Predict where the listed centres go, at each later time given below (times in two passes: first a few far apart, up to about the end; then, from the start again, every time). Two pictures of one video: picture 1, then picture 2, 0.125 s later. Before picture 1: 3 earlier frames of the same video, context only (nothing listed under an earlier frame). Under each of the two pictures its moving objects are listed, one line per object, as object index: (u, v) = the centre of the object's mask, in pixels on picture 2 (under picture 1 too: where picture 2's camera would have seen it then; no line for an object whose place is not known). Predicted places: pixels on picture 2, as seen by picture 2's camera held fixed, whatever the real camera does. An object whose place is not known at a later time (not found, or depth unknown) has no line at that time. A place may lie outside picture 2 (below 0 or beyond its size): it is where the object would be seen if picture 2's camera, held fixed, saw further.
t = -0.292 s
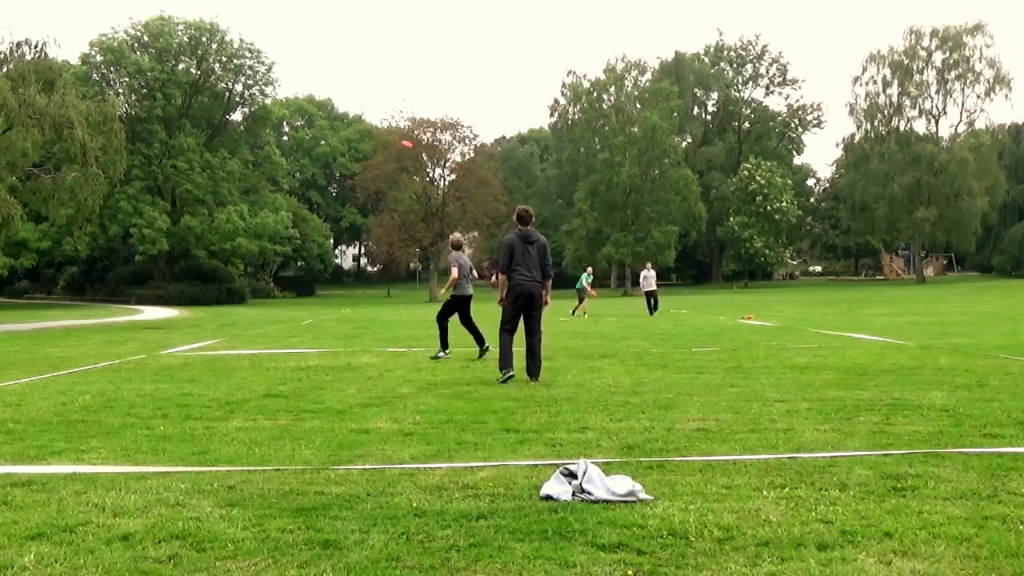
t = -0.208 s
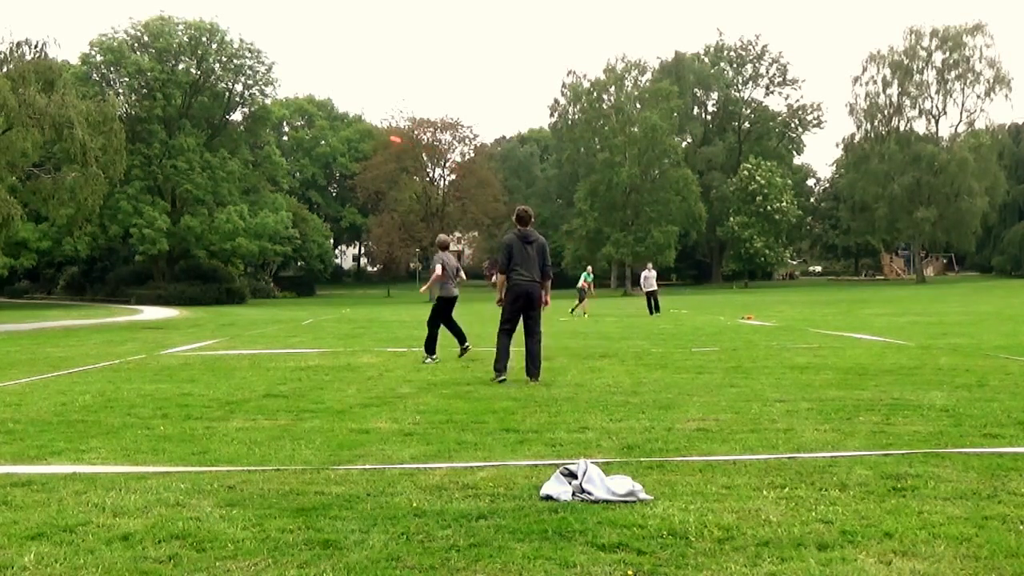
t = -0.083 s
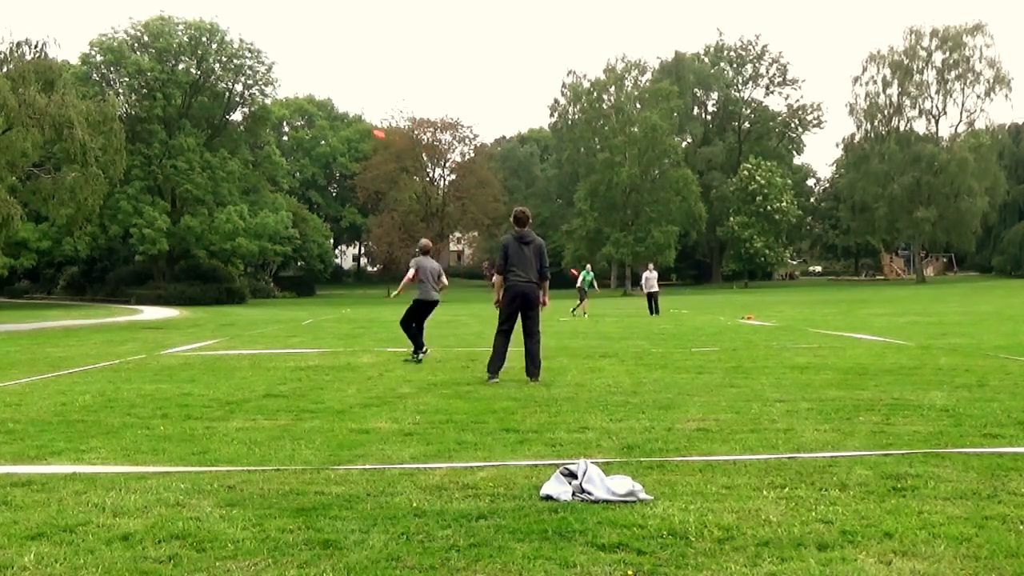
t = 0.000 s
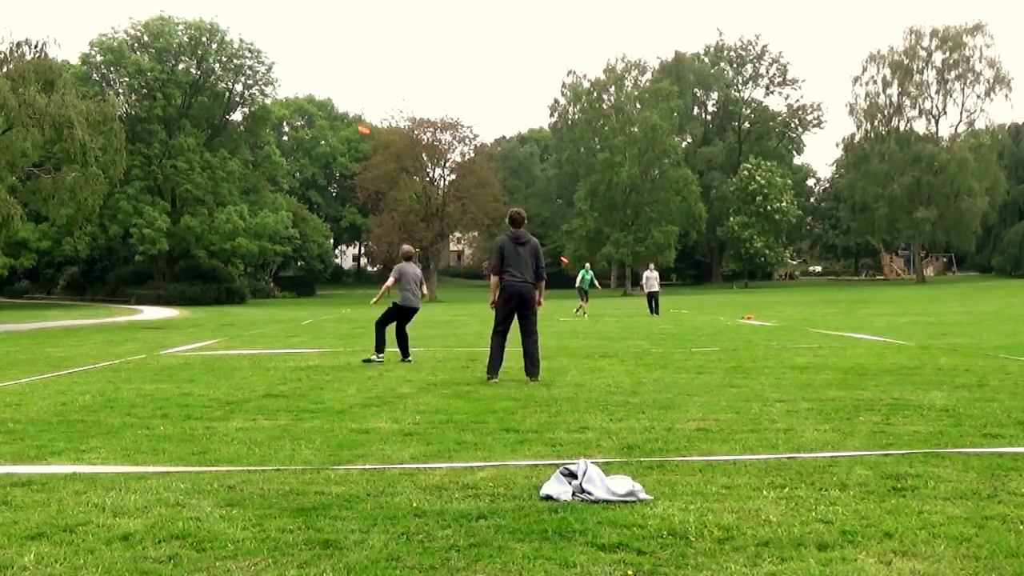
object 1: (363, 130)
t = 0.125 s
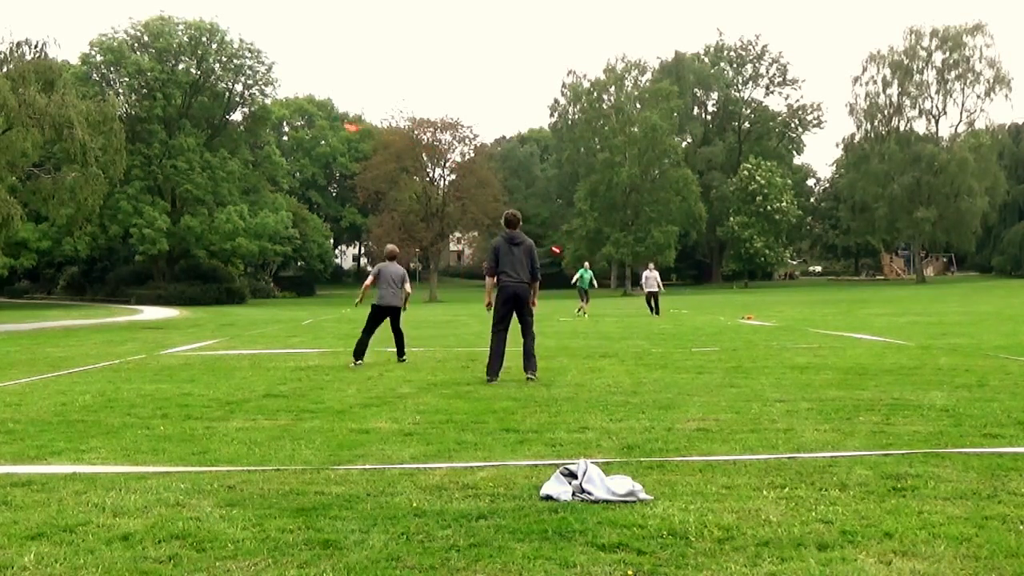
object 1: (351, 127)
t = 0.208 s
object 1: (341, 126)
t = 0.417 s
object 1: (322, 125)
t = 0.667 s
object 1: (309, 131)
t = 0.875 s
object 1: (305, 142)
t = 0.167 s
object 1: (345, 126)
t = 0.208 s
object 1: (341, 126)
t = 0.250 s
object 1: (337, 126)
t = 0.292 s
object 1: (334, 125)
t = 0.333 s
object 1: (329, 125)
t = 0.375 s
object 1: (326, 125)
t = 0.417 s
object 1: (322, 125)
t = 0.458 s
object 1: (321, 126)
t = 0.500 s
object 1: (318, 126)
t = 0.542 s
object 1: (315, 127)
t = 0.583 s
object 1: (313, 129)
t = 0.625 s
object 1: (311, 130)
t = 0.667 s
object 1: (309, 131)
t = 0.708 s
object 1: (308, 132)
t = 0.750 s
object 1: (306, 134)
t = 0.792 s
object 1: (305, 136)
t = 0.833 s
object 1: (305, 139)
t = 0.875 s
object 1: (305, 142)
